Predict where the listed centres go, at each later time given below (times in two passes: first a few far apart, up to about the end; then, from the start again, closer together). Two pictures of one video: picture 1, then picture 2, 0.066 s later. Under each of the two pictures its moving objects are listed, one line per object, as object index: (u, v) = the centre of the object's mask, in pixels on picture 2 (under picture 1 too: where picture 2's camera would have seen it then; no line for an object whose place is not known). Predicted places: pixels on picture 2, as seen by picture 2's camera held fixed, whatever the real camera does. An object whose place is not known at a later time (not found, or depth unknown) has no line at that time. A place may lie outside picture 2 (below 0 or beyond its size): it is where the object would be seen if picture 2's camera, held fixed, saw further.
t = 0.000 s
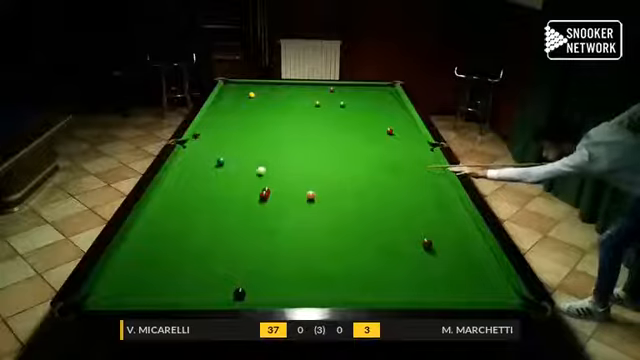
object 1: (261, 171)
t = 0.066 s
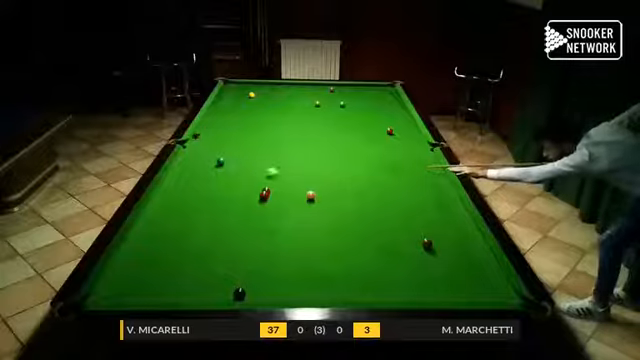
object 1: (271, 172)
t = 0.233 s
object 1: (290, 175)
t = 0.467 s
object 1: (315, 179)
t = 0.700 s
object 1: (342, 182)
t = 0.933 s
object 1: (365, 185)
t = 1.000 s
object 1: (371, 186)
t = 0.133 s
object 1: (276, 172)
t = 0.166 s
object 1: (279, 173)
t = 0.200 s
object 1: (287, 175)
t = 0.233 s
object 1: (290, 175)
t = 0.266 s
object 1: (294, 176)
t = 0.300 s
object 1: (298, 176)
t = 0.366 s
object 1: (305, 177)
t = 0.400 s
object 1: (309, 177)
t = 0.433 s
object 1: (312, 178)
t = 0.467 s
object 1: (315, 179)
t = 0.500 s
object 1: (317, 179)
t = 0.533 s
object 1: (322, 179)
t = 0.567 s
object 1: (327, 180)
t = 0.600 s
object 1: (331, 181)
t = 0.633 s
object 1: (334, 181)
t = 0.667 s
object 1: (337, 181)
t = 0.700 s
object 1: (342, 182)
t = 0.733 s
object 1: (345, 182)
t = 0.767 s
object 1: (349, 183)
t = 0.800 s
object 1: (353, 184)
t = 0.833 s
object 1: (356, 184)
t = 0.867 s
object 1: (359, 184)
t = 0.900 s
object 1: (362, 185)
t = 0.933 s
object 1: (365, 185)
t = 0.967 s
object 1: (368, 185)
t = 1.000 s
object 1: (371, 186)
